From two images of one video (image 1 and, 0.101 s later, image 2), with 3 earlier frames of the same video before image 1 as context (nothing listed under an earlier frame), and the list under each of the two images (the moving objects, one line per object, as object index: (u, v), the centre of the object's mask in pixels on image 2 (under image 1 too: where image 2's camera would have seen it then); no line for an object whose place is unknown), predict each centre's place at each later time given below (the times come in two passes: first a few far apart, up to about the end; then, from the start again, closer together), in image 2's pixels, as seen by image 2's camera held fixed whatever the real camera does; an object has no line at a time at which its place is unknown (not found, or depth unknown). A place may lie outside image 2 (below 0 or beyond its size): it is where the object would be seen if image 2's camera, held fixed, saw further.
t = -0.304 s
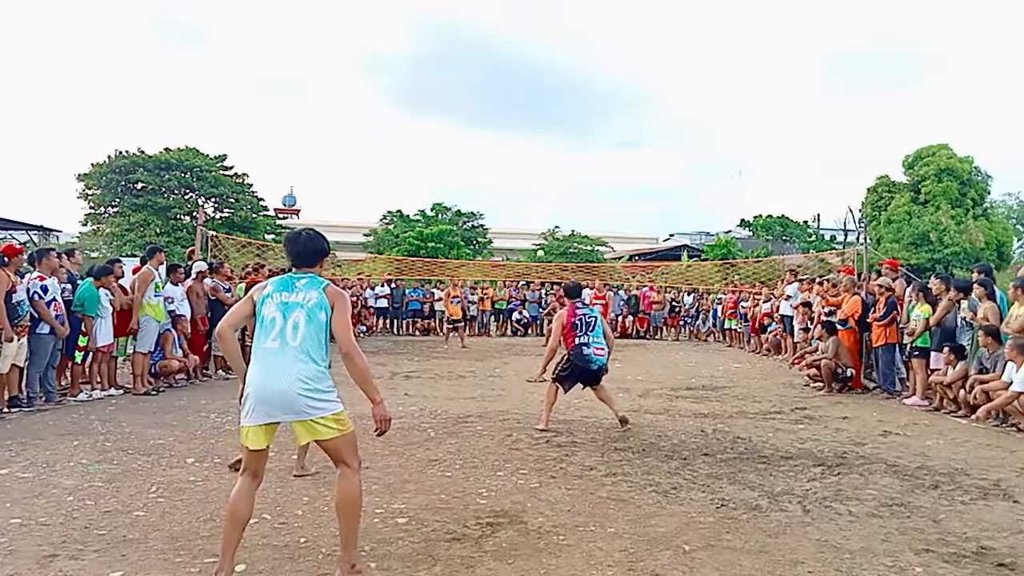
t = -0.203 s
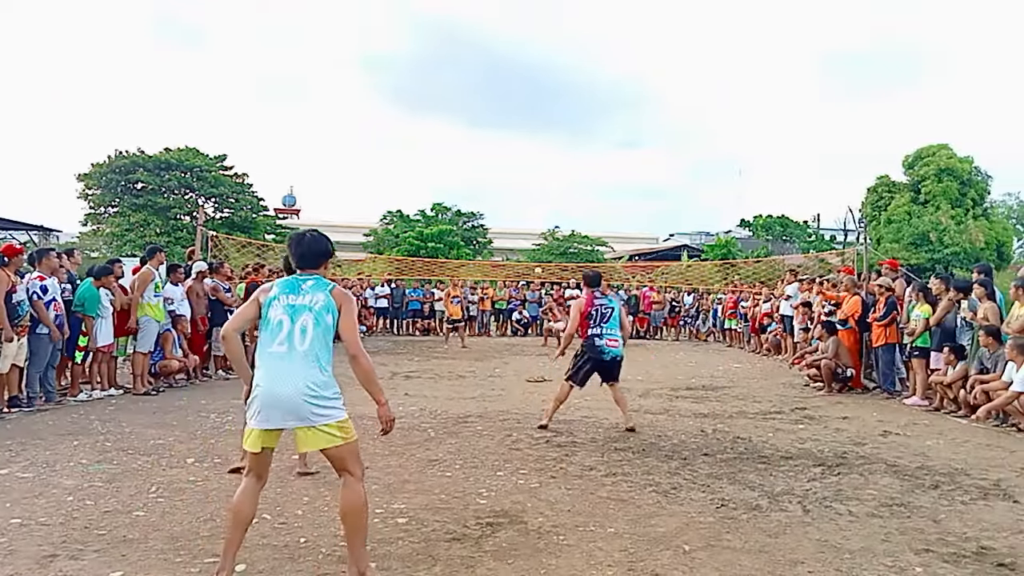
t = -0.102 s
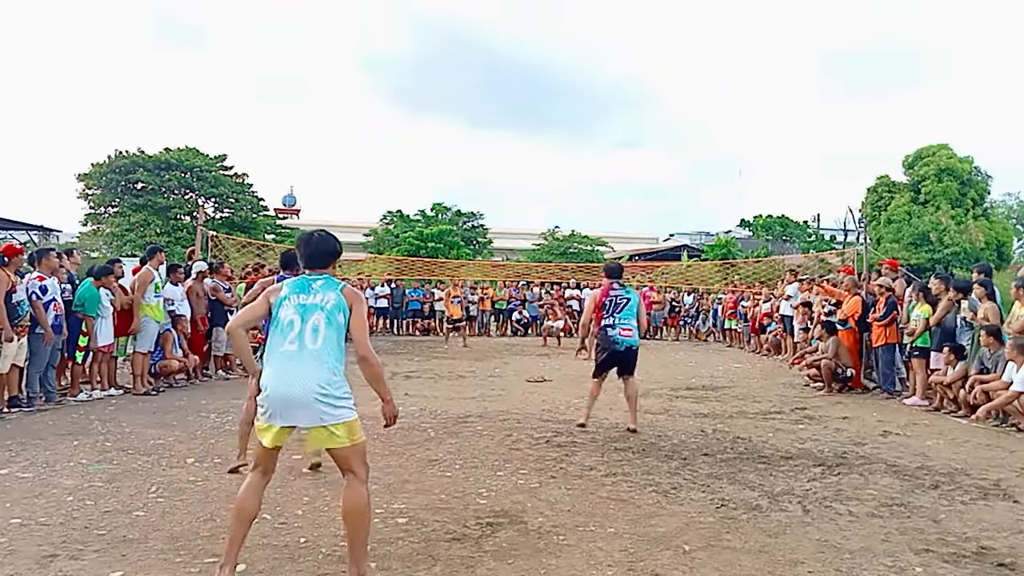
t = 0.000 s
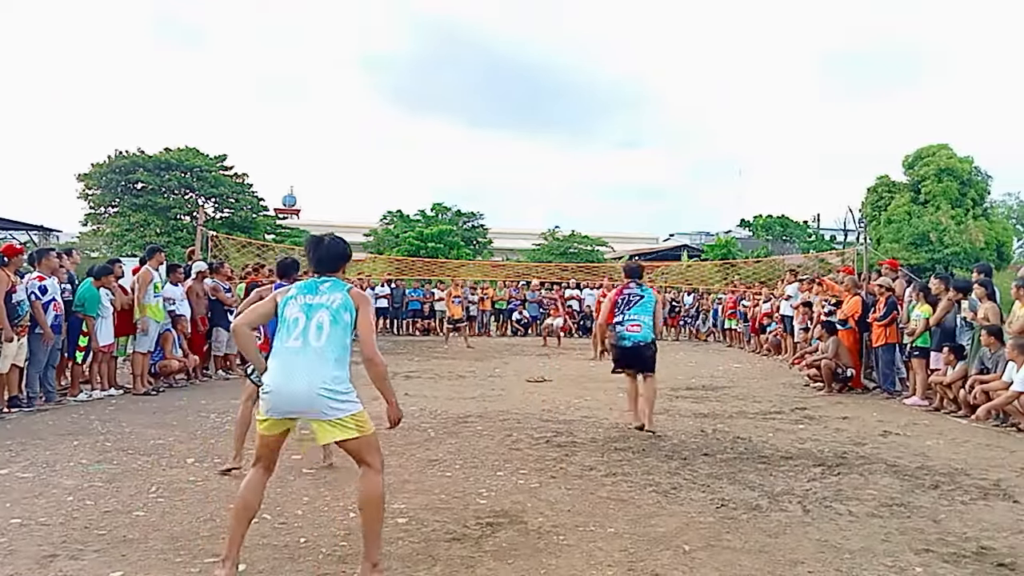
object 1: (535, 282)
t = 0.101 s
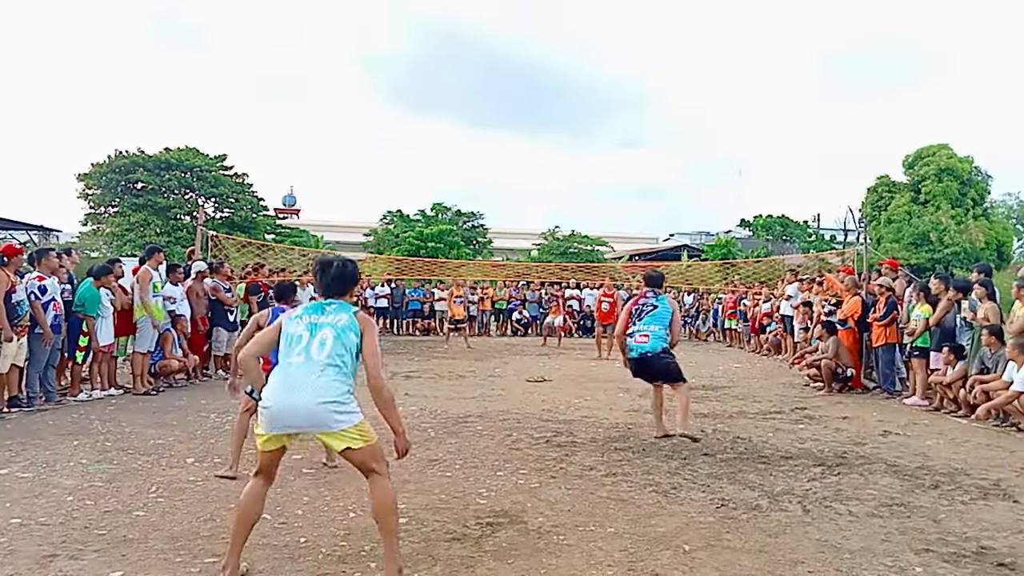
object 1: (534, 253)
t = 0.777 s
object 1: (512, 95)
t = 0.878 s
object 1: (505, 82)
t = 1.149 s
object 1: (473, 85)
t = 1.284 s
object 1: (441, 136)
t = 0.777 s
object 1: (512, 95)
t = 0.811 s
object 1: (510, 90)
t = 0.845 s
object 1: (507, 85)
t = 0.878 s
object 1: (505, 82)
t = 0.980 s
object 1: (496, 73)
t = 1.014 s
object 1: (492, 73)
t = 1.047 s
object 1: (488, 73)
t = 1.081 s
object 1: (484, 75)
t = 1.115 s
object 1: (478, 80)
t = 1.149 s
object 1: (473, 85)
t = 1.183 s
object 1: (467, 95)
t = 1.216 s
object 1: (460, 105)
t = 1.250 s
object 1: (451, 117)
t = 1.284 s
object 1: (441, 136)
